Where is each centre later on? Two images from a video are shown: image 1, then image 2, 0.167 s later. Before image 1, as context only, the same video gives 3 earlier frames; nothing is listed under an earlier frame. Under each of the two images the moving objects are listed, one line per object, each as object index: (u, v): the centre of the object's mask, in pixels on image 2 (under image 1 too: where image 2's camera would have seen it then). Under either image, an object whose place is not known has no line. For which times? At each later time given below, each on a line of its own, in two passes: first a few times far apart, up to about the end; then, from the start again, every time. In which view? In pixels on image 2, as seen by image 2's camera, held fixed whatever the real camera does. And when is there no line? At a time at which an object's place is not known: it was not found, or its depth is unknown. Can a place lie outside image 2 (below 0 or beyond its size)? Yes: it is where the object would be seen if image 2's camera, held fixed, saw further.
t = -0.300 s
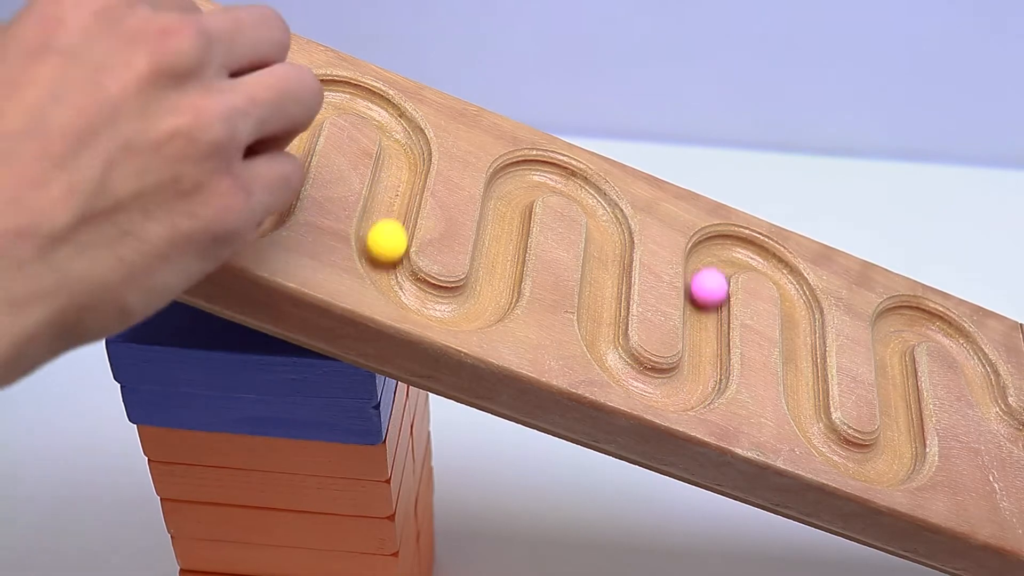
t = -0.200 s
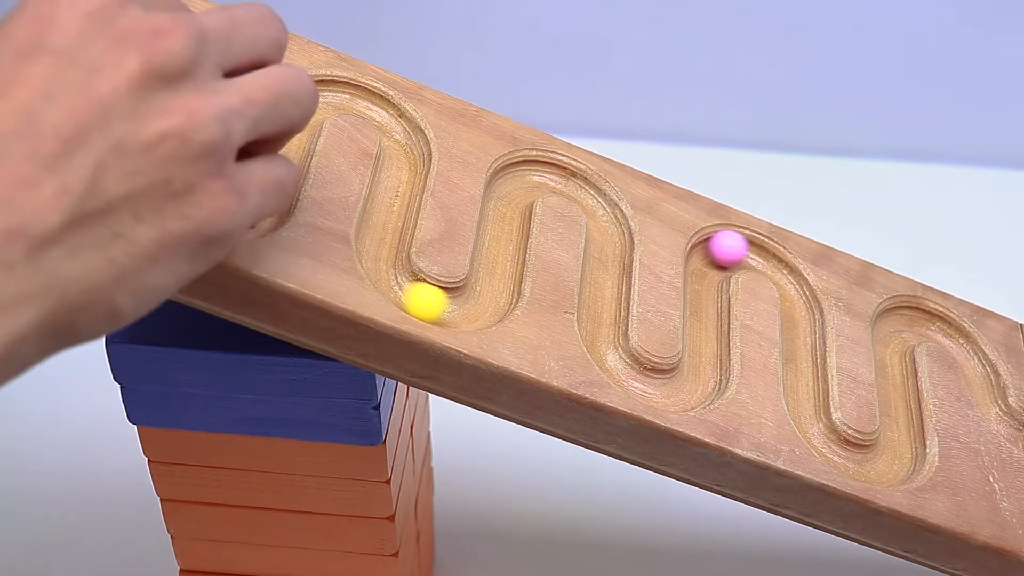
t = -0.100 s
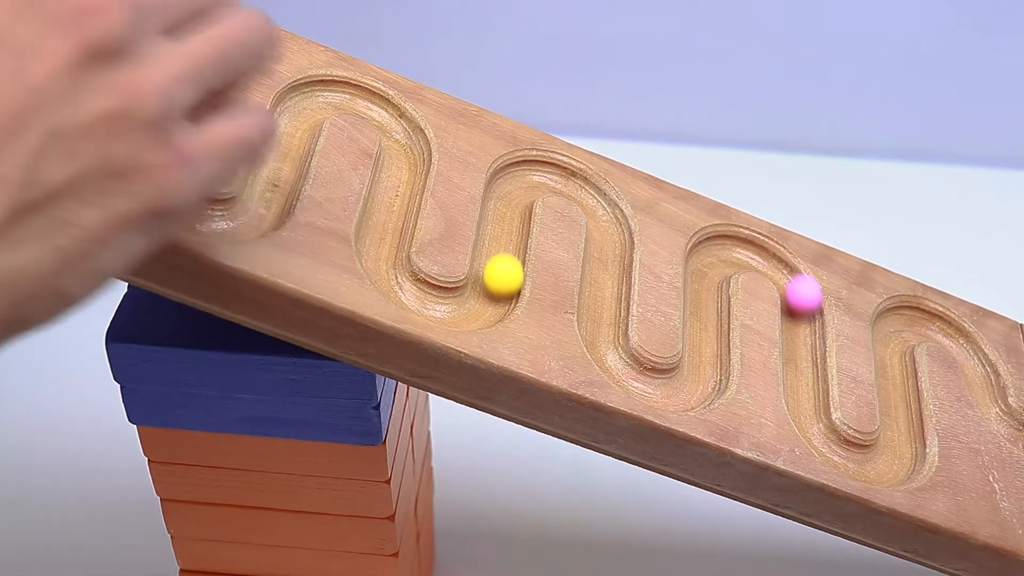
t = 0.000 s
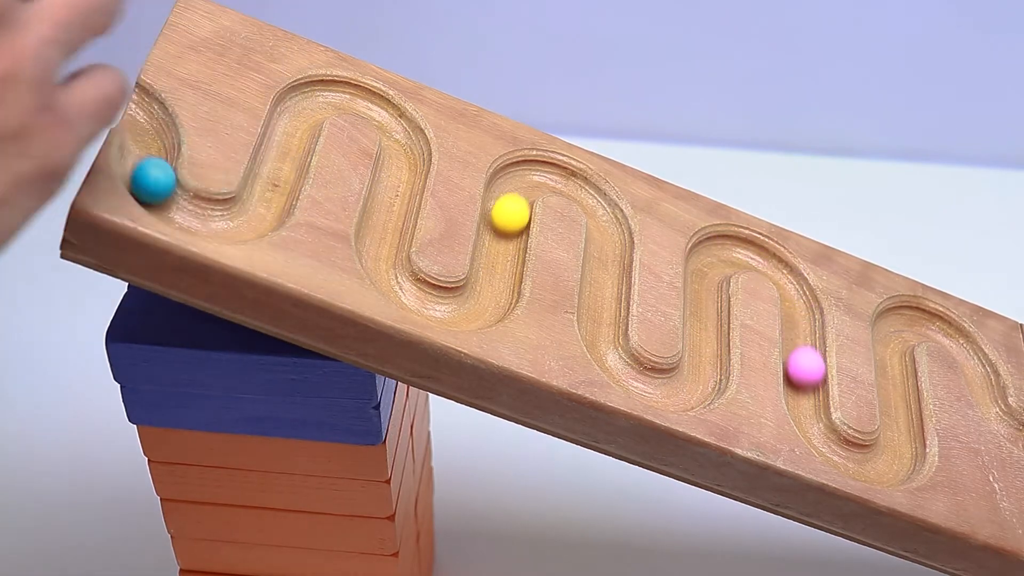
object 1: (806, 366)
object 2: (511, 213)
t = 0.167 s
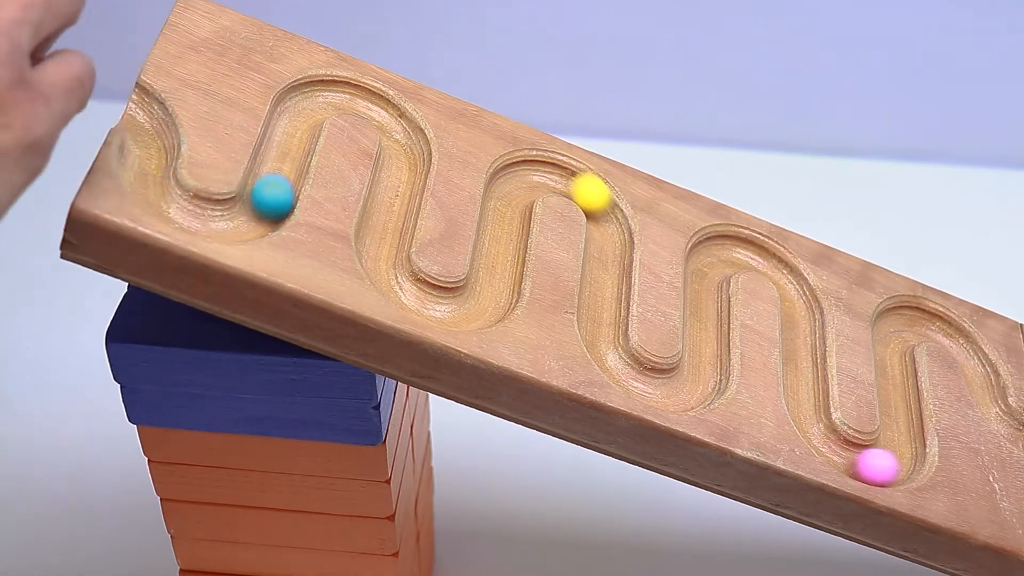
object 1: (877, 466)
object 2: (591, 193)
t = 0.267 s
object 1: (901, 409)
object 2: (606, 266)
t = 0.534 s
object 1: (972, 348)
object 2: (712, 365)
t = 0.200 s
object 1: (903, 457)
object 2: (612, 218)
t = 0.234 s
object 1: (911, 432)
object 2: (615, 242)
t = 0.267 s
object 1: (901, 409)
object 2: (606, 266)
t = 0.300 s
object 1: (896, 387)
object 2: (605, 287)
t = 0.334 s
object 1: (899, 368)
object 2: (607, 310)
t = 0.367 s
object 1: (896, 347)
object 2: (603, 333)
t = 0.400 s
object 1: (892, 328)
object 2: (609, 353)
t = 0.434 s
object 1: (901, 321)
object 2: (632, 375)
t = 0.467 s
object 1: (920, 319)
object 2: (665, 389)
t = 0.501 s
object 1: (945, 326)
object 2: (695, 387)
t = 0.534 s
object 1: (972, 348)
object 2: (712, 365)
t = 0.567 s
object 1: (986, 377)
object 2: (711, 341)
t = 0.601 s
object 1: (991, 402)
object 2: (706, 319)
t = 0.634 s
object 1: (1009, 422)
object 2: (709, 301)
